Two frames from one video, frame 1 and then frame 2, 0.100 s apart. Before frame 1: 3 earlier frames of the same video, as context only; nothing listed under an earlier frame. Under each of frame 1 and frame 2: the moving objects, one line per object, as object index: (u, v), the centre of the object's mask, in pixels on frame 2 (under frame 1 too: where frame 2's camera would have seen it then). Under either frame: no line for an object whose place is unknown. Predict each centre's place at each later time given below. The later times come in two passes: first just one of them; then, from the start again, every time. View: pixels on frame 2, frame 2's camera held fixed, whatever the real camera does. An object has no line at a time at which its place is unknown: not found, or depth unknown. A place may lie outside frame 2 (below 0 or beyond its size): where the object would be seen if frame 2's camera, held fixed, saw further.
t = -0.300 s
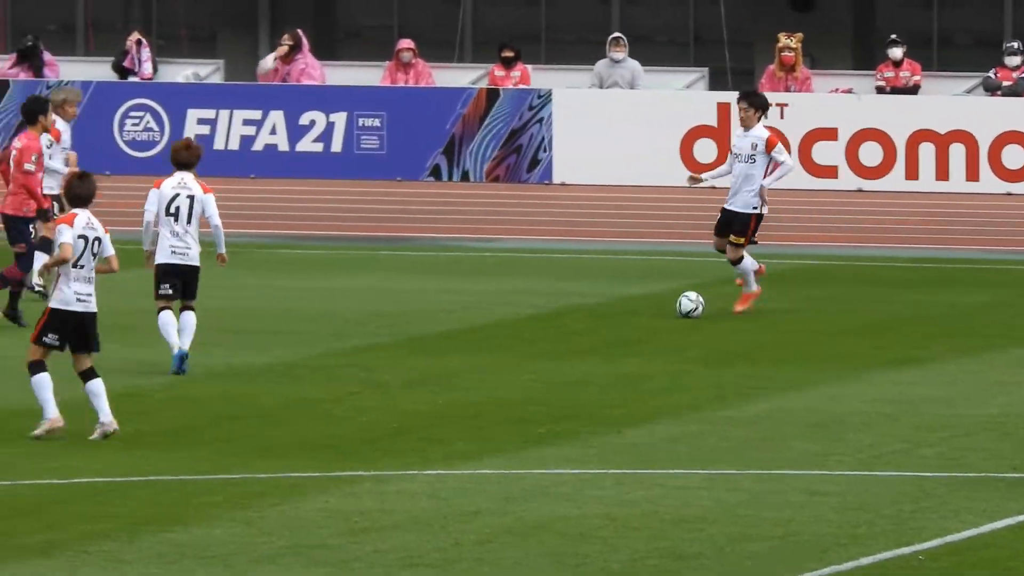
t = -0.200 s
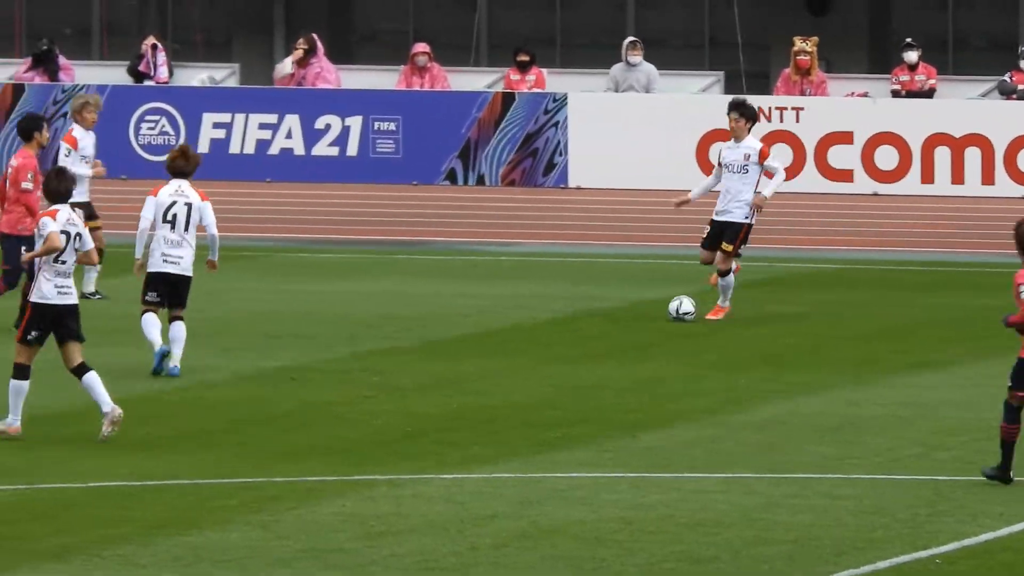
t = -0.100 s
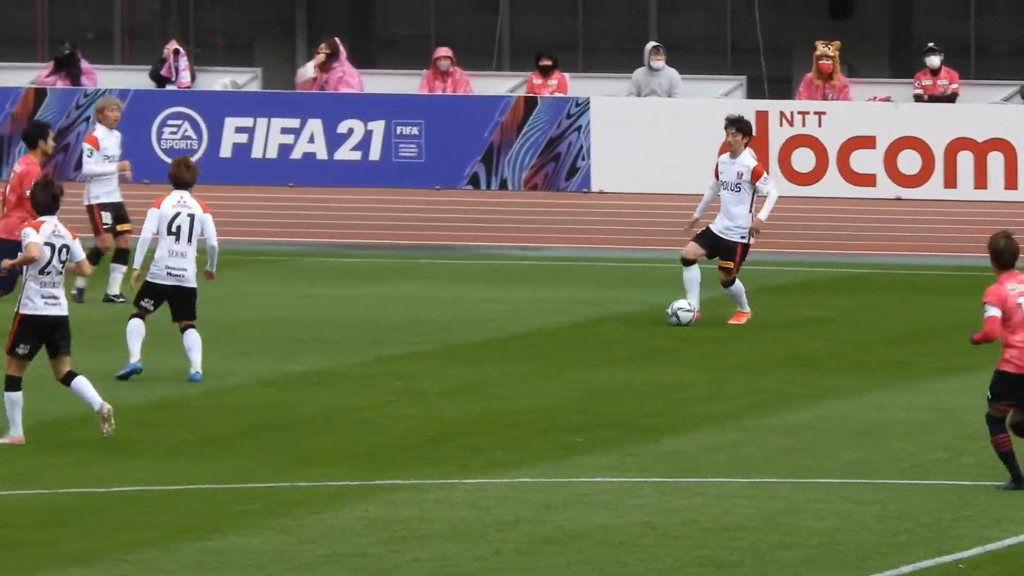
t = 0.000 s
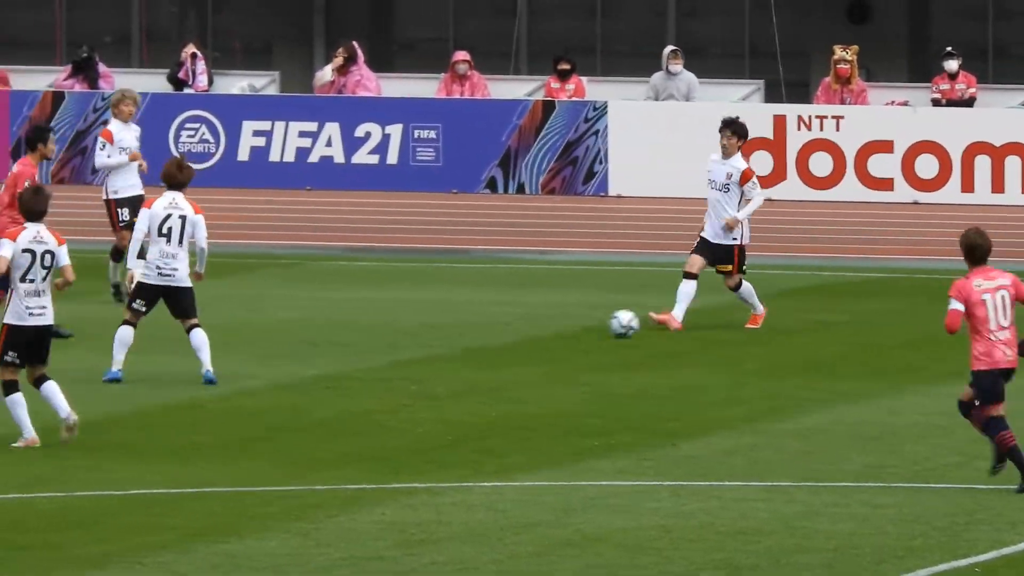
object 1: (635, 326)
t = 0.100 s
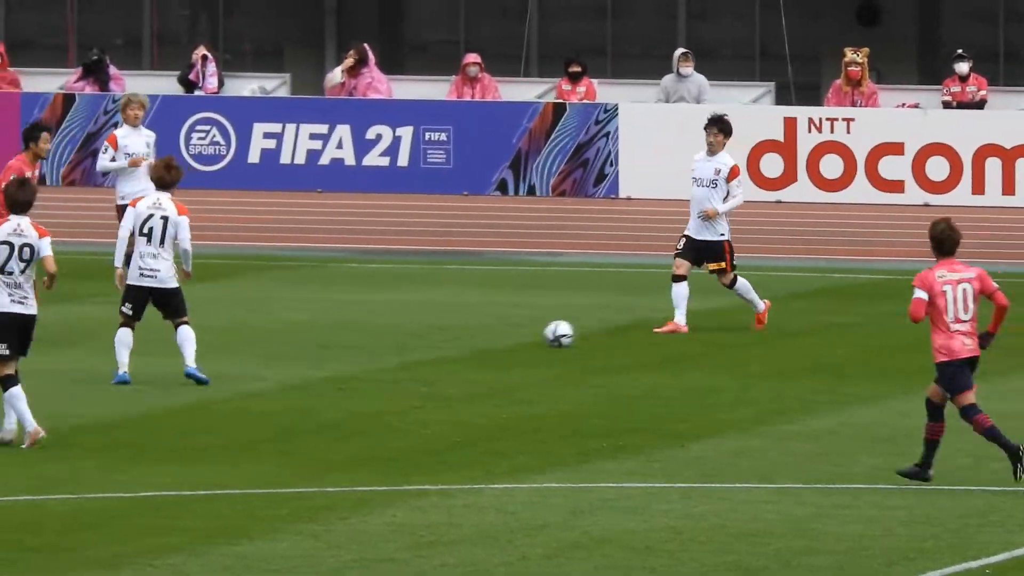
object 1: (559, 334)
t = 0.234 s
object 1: (468, 343)
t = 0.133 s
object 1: (539, 335)
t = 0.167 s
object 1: (513, 337)
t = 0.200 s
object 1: (490, 341)
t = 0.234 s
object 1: (468, 343)
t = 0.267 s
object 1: (445, 344)
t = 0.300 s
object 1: (422, 346)
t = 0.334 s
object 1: (402, 348)
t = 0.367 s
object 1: (380, 350)
